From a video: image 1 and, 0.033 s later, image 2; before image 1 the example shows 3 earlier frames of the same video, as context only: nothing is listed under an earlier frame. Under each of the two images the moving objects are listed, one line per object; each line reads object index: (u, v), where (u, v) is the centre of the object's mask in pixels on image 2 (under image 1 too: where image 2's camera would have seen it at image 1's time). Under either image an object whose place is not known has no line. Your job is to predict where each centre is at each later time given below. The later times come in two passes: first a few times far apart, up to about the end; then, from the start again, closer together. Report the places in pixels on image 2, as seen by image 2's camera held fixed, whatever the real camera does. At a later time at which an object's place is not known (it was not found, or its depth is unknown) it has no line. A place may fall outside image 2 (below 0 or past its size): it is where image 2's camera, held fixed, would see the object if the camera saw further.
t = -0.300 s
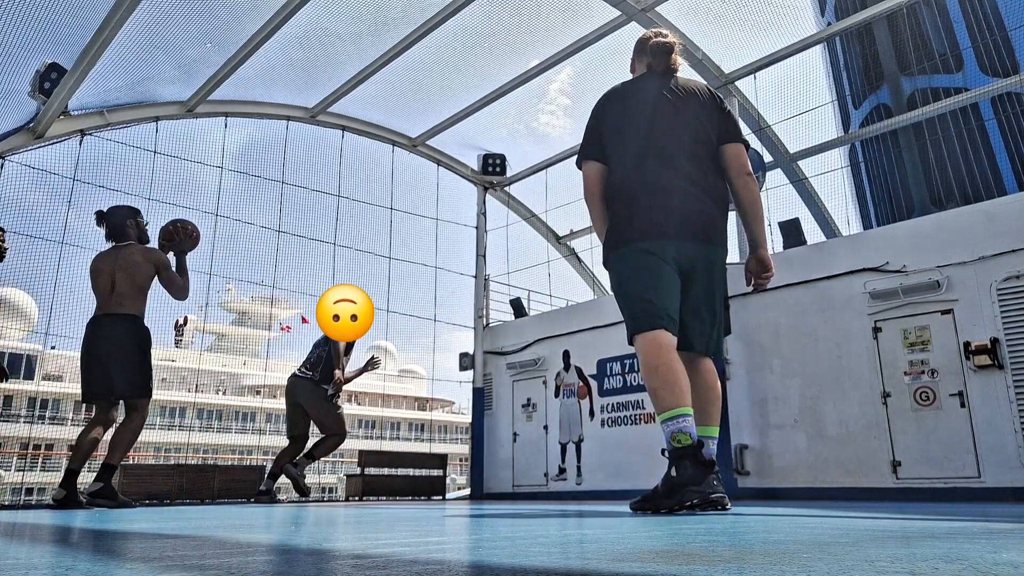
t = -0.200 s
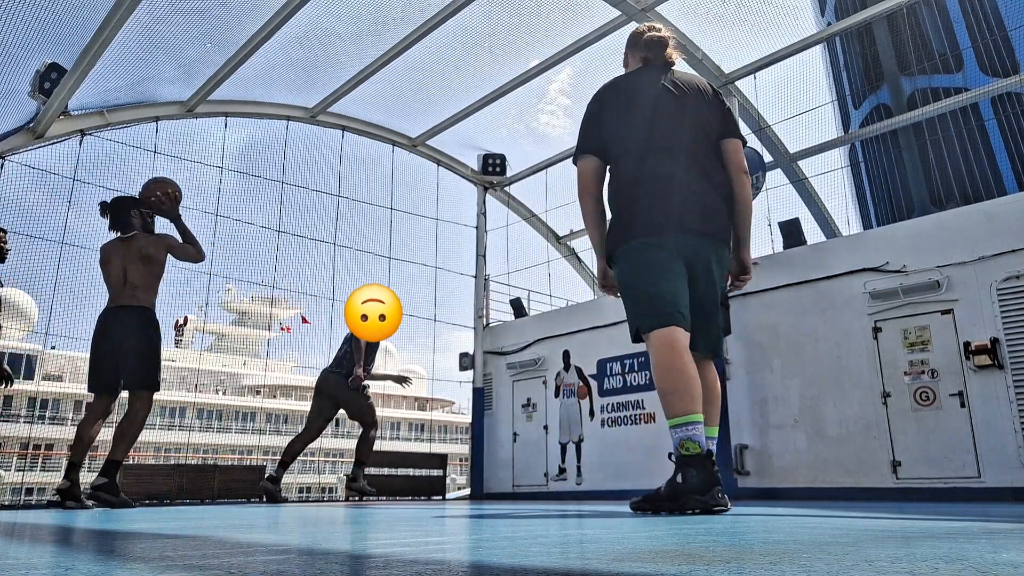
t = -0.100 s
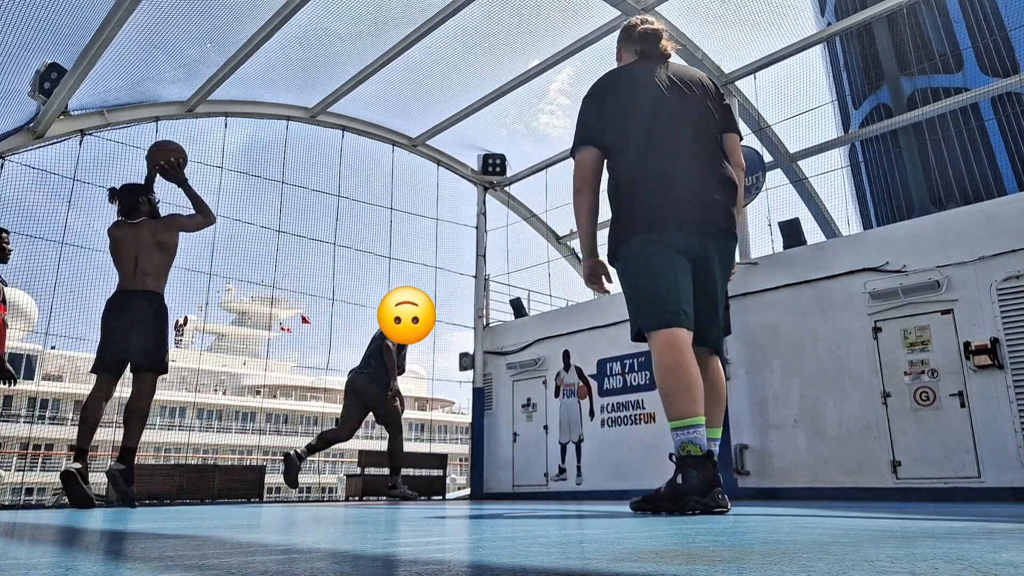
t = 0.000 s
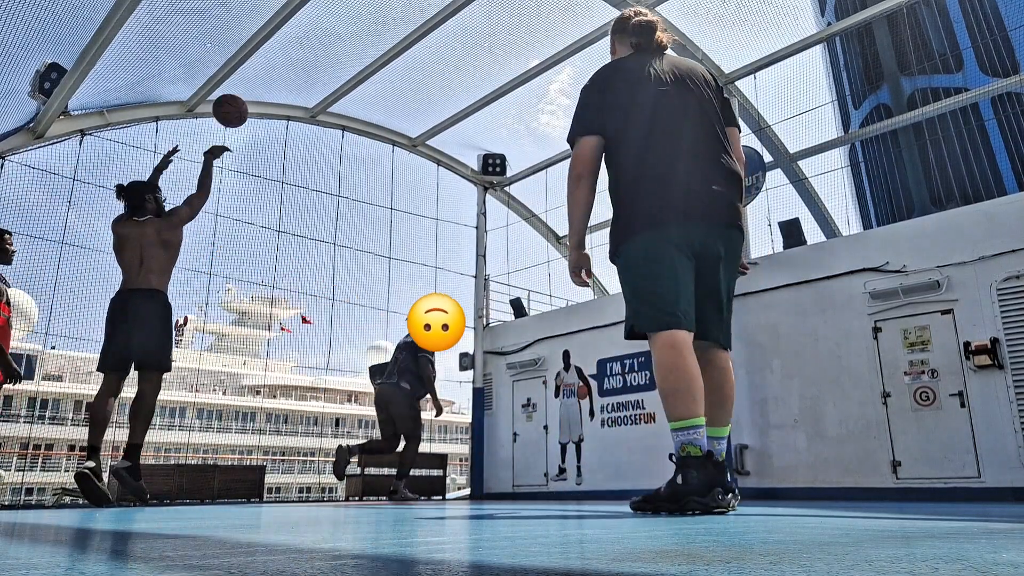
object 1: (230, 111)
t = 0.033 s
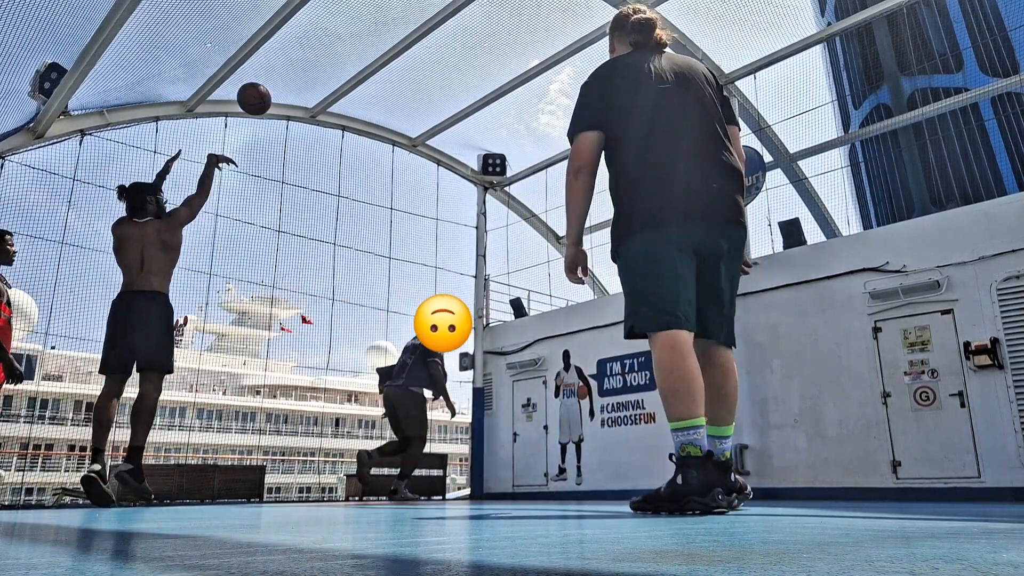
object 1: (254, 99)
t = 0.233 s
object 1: (370, 62)
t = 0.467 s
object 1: (468, 73)
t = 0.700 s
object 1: (545, 125)
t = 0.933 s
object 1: (609, 210)
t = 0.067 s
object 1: (276, 89)
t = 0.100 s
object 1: (297, 80)
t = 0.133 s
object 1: (317, 74)
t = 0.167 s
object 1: (335, 68)
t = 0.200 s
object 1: (353, 64)
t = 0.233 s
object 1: (370, 62)
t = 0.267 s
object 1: (386, 60)
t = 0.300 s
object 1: (401, 60)
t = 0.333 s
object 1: (415, 61)
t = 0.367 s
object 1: (429, 63)
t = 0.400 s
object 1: (443, 65)
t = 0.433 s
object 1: (456, 68)
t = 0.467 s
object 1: (468, 73)
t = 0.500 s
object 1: (480, 78)
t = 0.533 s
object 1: (492, 84)
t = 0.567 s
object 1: (503, 91)
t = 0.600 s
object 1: (514, 99)
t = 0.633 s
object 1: (524, 107)
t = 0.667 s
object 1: (535, 116)
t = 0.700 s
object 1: (545, 125)
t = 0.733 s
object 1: (554, 136)
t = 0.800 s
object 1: (573, 158)
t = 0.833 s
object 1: (583, 170)
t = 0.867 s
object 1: (591, 182)
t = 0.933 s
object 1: (609, 210)
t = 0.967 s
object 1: (617, 224)
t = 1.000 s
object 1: (622, 235)
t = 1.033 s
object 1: (611, 236)
